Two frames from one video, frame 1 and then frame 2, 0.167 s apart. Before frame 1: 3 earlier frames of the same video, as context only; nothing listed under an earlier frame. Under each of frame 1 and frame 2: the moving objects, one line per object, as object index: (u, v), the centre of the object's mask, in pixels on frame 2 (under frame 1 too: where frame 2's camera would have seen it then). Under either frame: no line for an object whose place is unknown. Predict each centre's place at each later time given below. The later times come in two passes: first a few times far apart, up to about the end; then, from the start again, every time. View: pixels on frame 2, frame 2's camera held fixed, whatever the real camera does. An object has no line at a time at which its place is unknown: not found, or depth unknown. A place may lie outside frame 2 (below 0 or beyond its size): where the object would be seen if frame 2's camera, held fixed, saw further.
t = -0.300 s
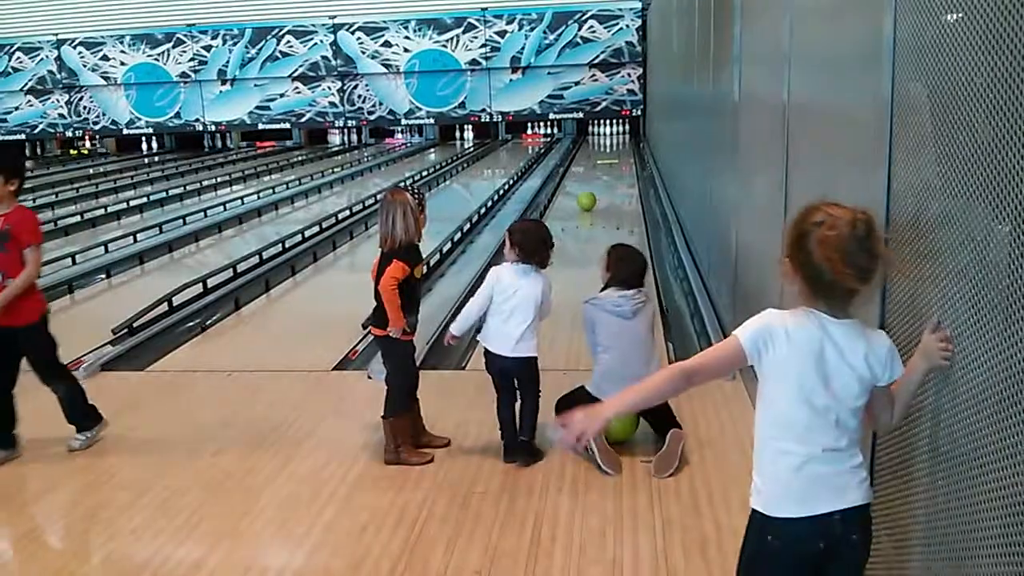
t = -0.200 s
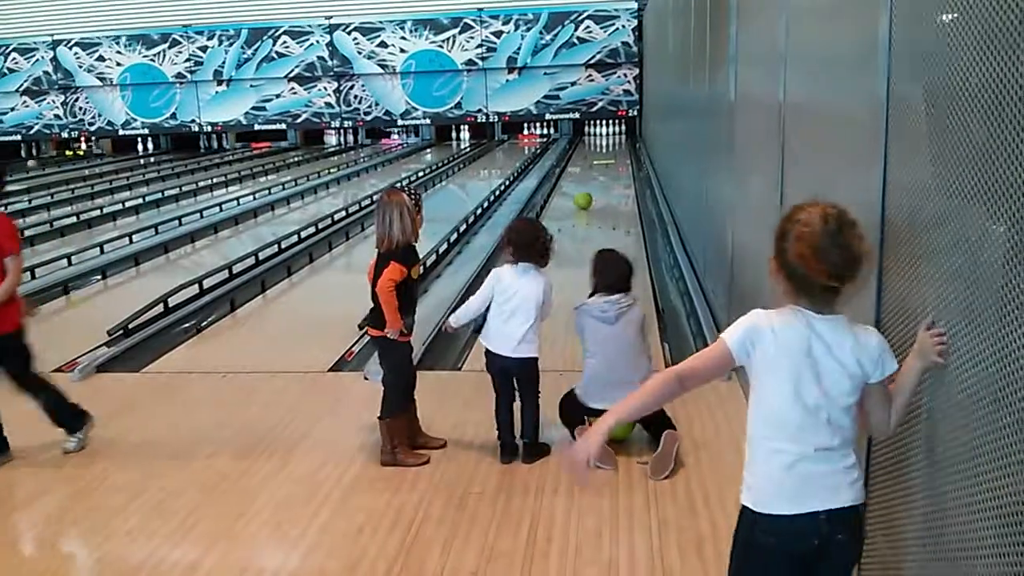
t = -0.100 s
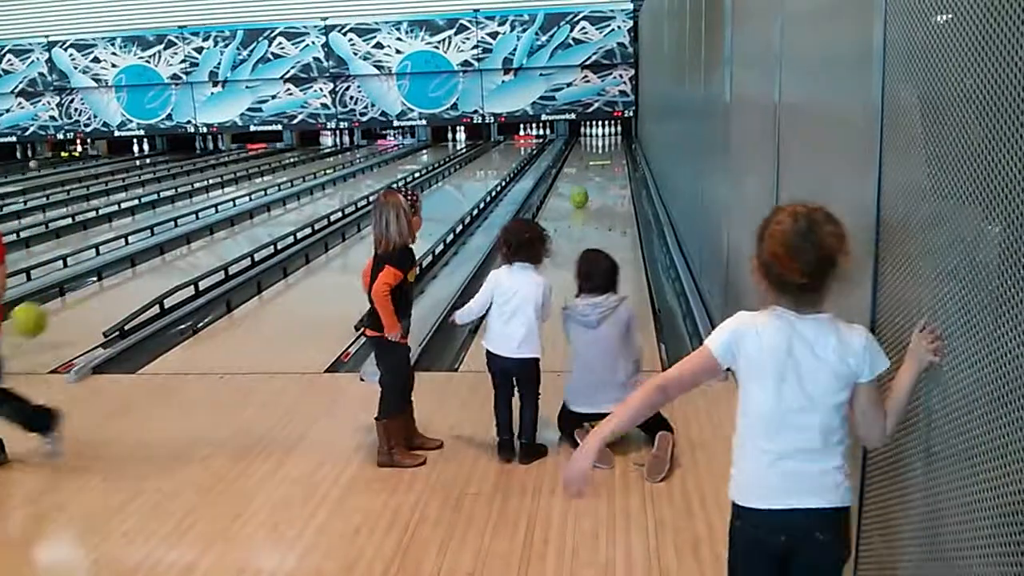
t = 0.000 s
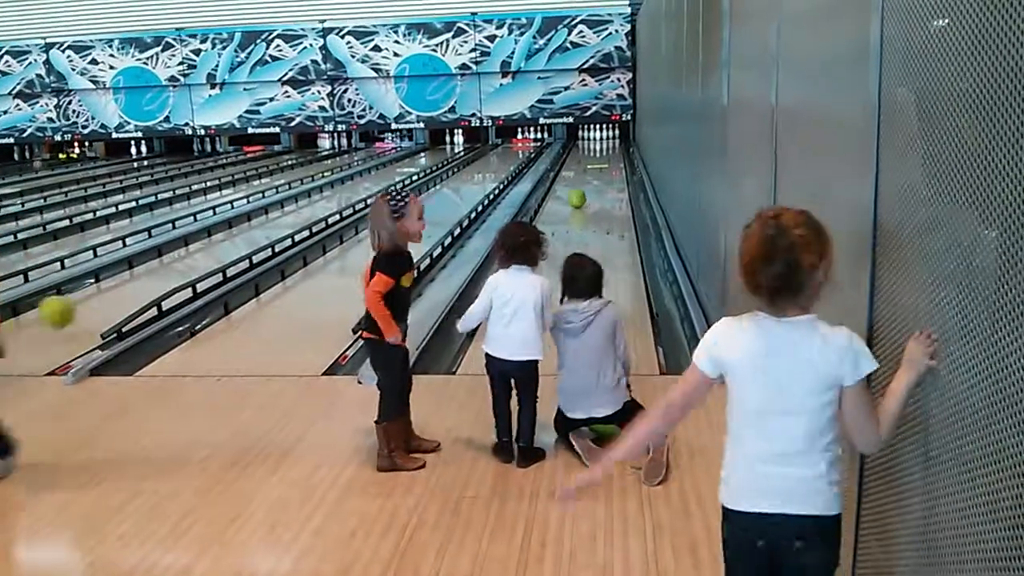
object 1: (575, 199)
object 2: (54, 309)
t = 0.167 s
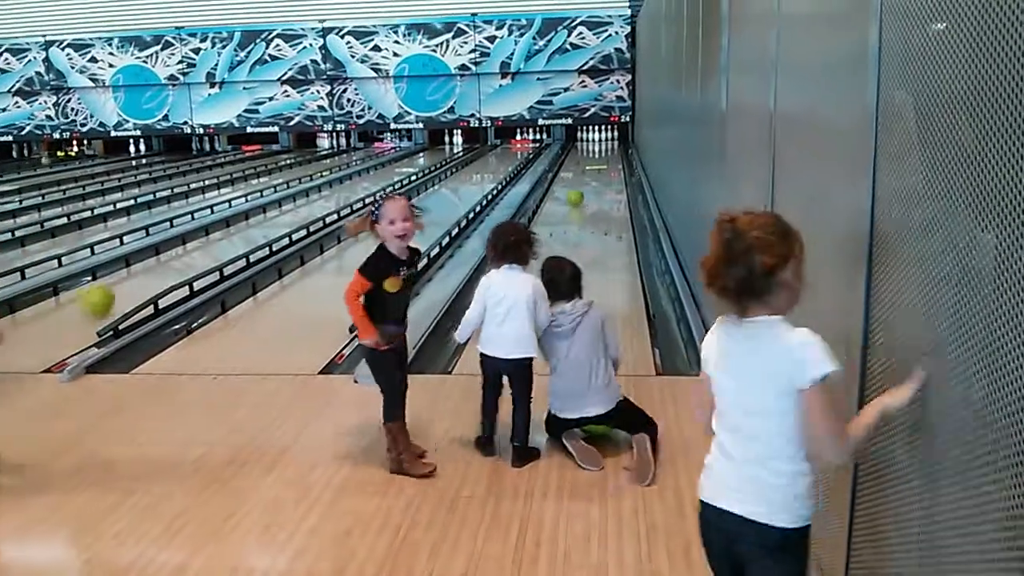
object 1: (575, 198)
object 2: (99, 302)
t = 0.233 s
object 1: (575, 196)
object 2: (115, 297)
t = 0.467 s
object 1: (574, 191)
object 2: (161, 277)
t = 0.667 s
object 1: (574, 188)
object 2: (190, 265)
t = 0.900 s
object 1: (574, 185)
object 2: (221, 252)
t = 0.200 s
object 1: (574, 198)
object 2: (107, 300)
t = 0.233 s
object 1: (575, 196)
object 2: (115, 297)
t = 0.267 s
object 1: (575, 196)
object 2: (124, 295)
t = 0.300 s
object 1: (575, 193)
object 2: (130, 293)
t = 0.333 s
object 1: (575, 193)
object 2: (135, 288)
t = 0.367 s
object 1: (575, 193)
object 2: (143, 284)
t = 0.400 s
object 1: (575, 192)
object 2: (147, 283)
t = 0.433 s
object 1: (575, 192)
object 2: (154, 280)
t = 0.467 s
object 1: (574, 191)
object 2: (161, 277)
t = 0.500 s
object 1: (574, 191)
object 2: (166, 273)
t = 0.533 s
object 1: (574, 190)
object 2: (172, 272)
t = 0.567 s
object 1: (574, 190)
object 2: (177, 270)
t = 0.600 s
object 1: (574, 190)
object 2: (182, 268)
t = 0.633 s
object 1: (574, 188)
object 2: (187, 266)
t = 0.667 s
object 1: (574, 188)
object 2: (190, 265)
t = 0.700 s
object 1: (574, 188)
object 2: (195, 262)
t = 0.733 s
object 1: (574, 188)
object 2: (199, 262)
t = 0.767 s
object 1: (574, 187)
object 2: (200, 261)
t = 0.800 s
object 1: (574, 186)
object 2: (206, 258)
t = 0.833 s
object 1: (574, 186)
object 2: (210, 256)
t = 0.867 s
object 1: (574, 185)
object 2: (216, 252)
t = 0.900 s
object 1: (574, 185)
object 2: (221, 252)
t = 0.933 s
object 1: (574, 185)
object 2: (223, 250)
